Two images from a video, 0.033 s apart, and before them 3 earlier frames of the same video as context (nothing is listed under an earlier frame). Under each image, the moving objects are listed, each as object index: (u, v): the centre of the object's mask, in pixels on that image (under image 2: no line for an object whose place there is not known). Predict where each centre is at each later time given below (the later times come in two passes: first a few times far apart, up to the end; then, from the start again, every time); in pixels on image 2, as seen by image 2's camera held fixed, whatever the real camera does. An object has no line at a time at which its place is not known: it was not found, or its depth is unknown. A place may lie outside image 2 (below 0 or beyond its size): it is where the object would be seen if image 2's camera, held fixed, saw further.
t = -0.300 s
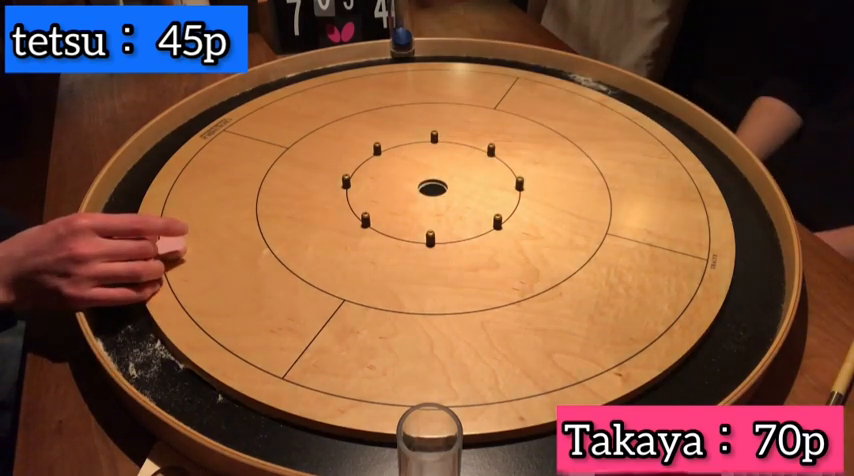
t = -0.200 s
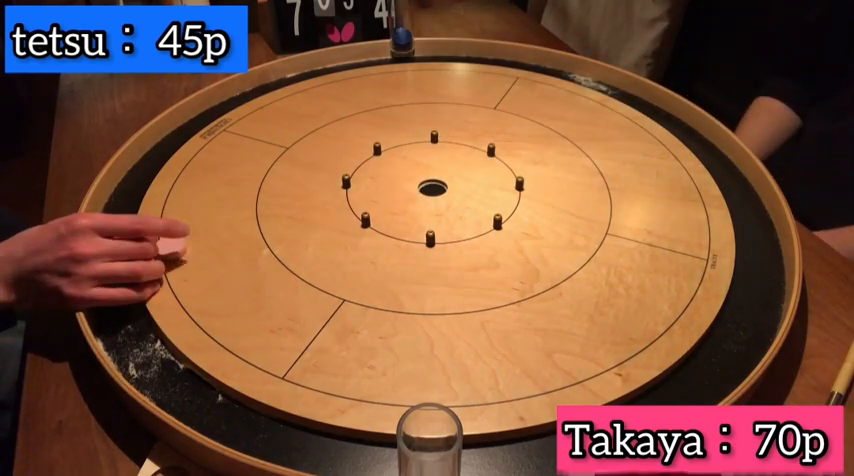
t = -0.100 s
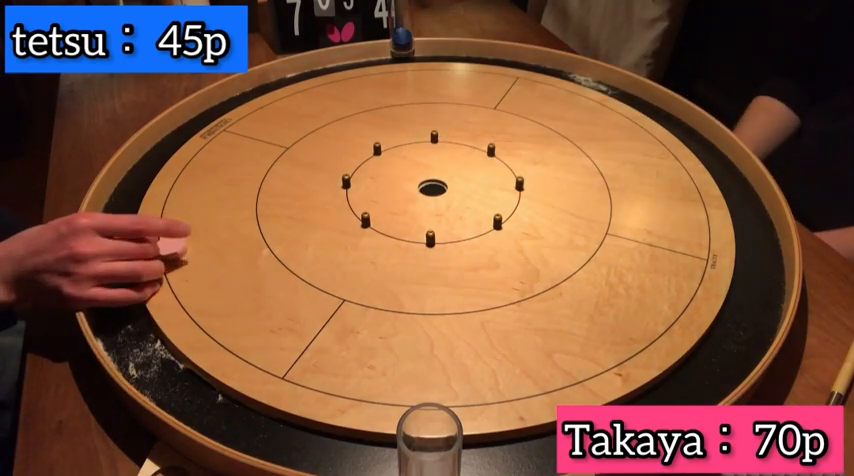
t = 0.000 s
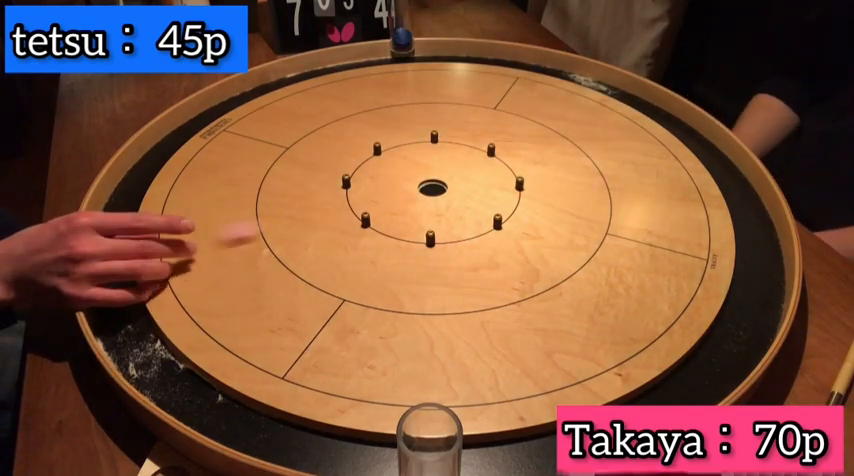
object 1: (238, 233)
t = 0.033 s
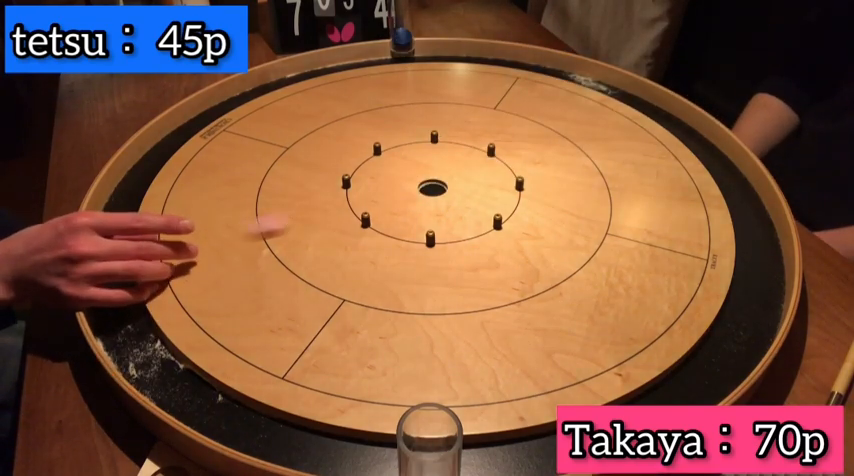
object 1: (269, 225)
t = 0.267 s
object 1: (418, 191)
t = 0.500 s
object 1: (457, 176)
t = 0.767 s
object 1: (458, 176)
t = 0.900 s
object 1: (458, 176)
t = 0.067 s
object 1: (296, 220)
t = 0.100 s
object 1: (319, 214)
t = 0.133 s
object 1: (340, 210)
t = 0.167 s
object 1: (364, 203)
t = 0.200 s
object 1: (383, 199)
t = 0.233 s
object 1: (401, 195)
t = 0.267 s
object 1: (418, 191)
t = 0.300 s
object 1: (433, 188)
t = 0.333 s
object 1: (442, 184)
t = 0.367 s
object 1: (447, 181)
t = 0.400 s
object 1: (451, 179)
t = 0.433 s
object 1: (454, 177)
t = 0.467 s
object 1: (456, 177)
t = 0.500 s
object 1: (457, 176)
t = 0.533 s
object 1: (458, 176)
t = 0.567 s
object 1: (458, 176)
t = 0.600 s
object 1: (458, 176)
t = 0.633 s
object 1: (458, 176)
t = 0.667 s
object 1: (458, 176)
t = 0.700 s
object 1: (458, 176)
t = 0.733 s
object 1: (458, 176)
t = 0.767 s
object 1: (458, 176)
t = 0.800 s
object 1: (458, 176)
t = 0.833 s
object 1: (458, 176)
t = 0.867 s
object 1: (458, 176)
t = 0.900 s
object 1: (458, 176)
